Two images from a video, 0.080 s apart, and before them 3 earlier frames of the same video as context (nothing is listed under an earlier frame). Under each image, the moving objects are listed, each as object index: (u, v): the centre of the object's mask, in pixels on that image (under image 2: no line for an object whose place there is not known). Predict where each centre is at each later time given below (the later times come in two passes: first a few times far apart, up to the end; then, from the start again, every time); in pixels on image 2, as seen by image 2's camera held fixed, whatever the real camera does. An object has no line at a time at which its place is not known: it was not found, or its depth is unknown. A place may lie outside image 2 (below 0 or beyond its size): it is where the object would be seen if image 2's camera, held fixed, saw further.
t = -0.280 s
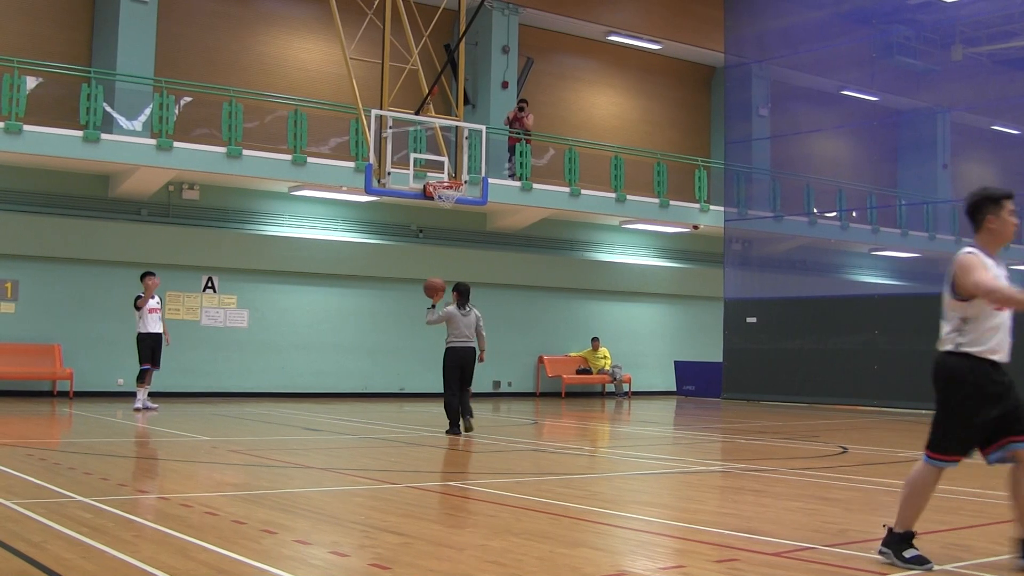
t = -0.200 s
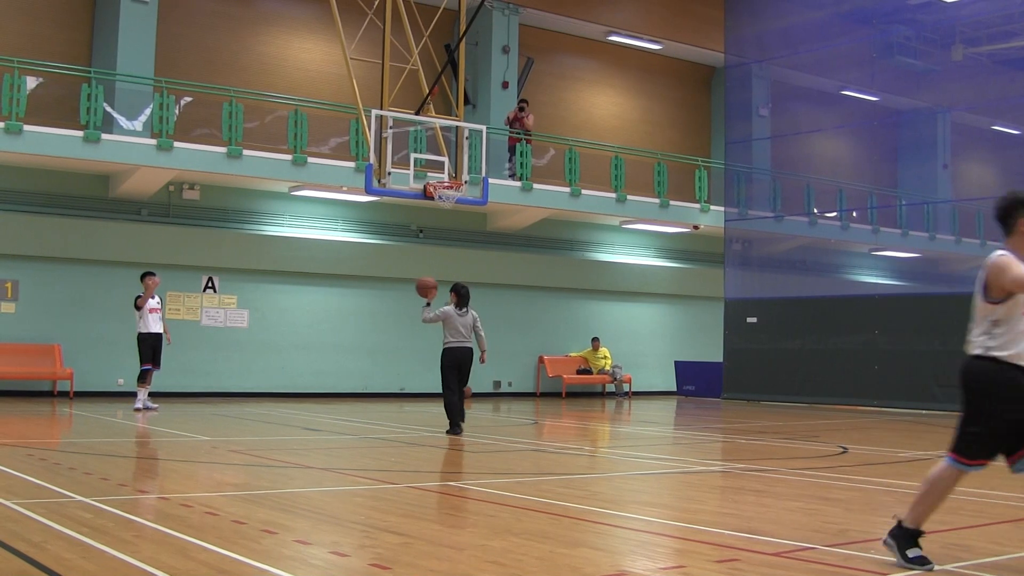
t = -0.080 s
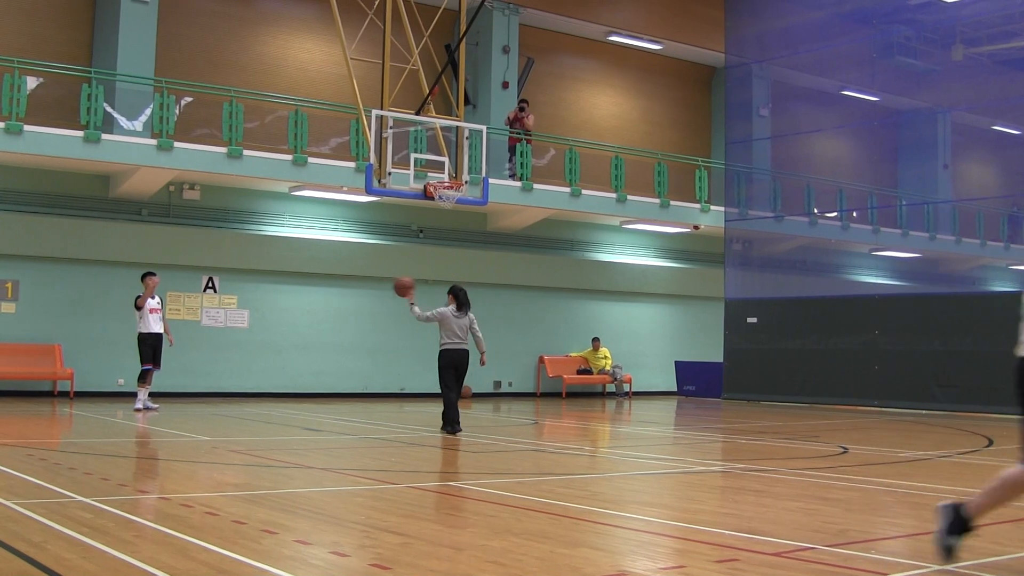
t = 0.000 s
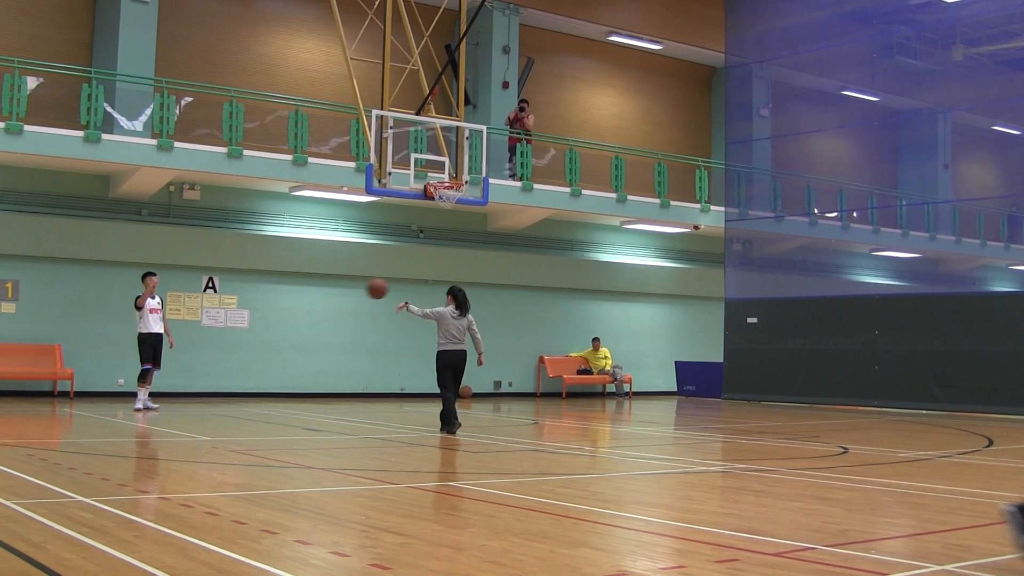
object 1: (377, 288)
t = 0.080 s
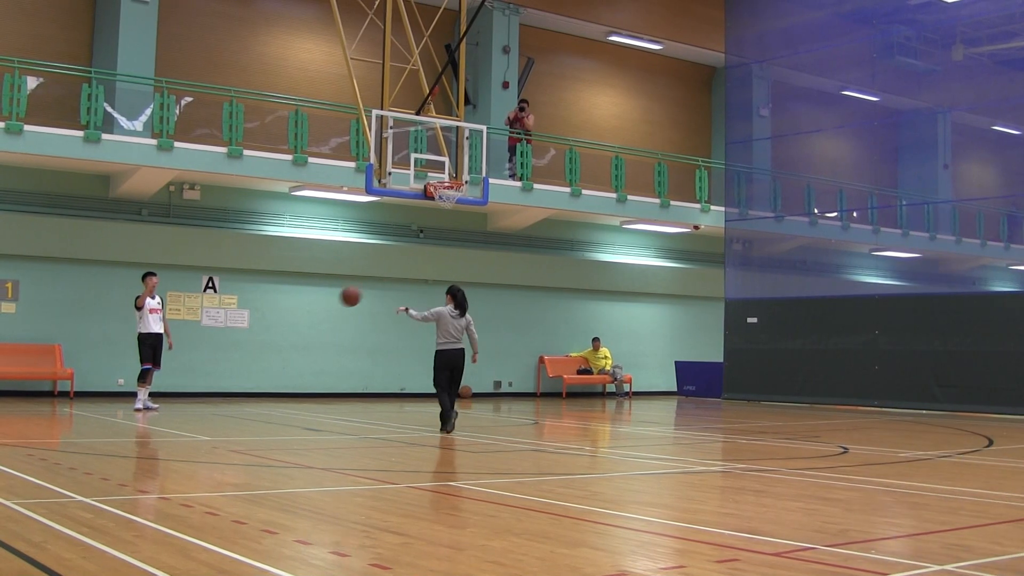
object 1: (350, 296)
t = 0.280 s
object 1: (289, 336)
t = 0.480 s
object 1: (233, 402)
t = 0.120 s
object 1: (338, 302)
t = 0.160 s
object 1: (325, 309)
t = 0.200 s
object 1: (313, 317)
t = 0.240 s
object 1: (300, 326)
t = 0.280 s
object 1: (289, 336)
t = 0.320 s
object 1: (277, 347)
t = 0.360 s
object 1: (265, 359)
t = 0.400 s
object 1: (254, 373)
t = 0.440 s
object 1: (243, 387)
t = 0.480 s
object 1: (233, 402)
